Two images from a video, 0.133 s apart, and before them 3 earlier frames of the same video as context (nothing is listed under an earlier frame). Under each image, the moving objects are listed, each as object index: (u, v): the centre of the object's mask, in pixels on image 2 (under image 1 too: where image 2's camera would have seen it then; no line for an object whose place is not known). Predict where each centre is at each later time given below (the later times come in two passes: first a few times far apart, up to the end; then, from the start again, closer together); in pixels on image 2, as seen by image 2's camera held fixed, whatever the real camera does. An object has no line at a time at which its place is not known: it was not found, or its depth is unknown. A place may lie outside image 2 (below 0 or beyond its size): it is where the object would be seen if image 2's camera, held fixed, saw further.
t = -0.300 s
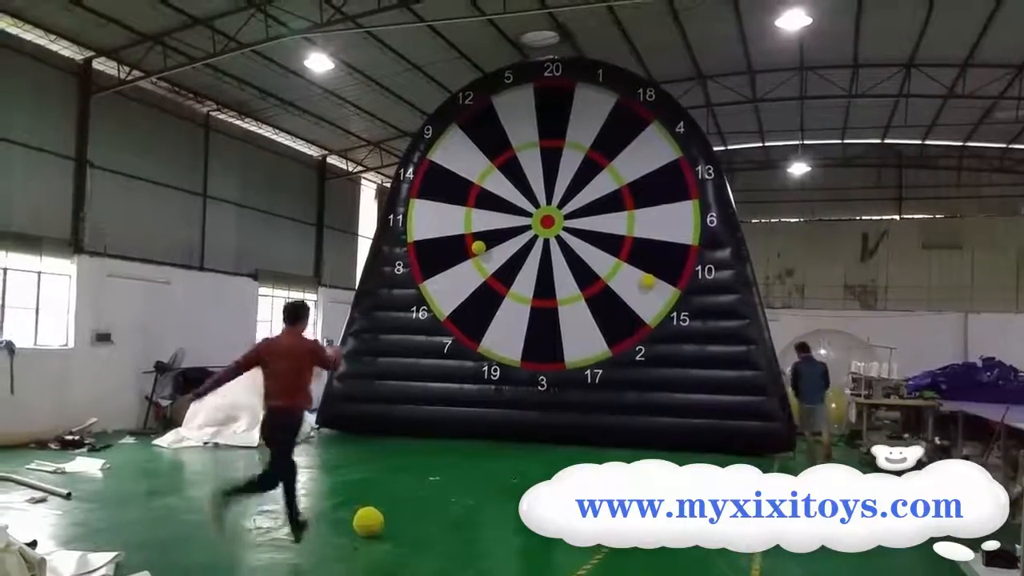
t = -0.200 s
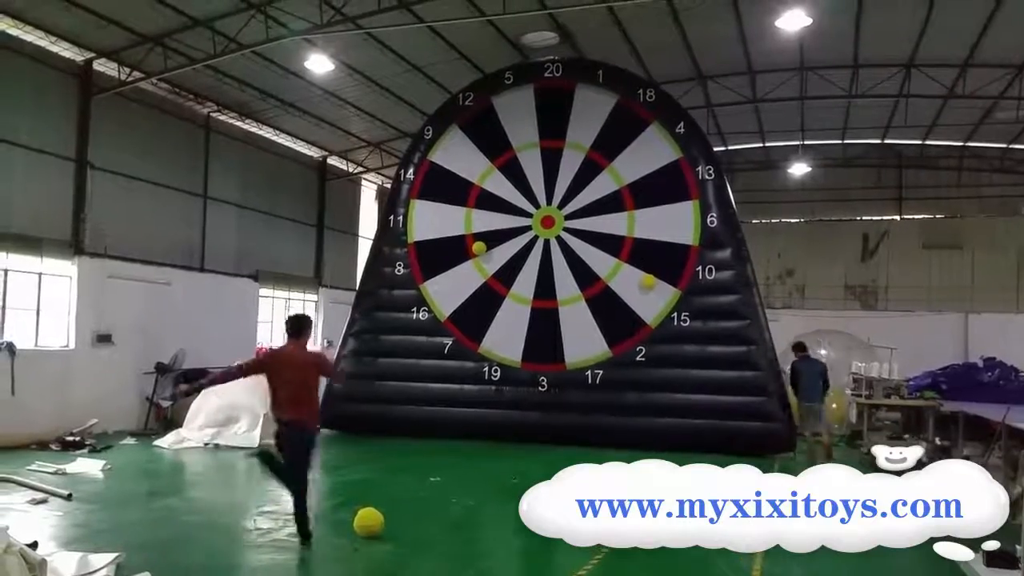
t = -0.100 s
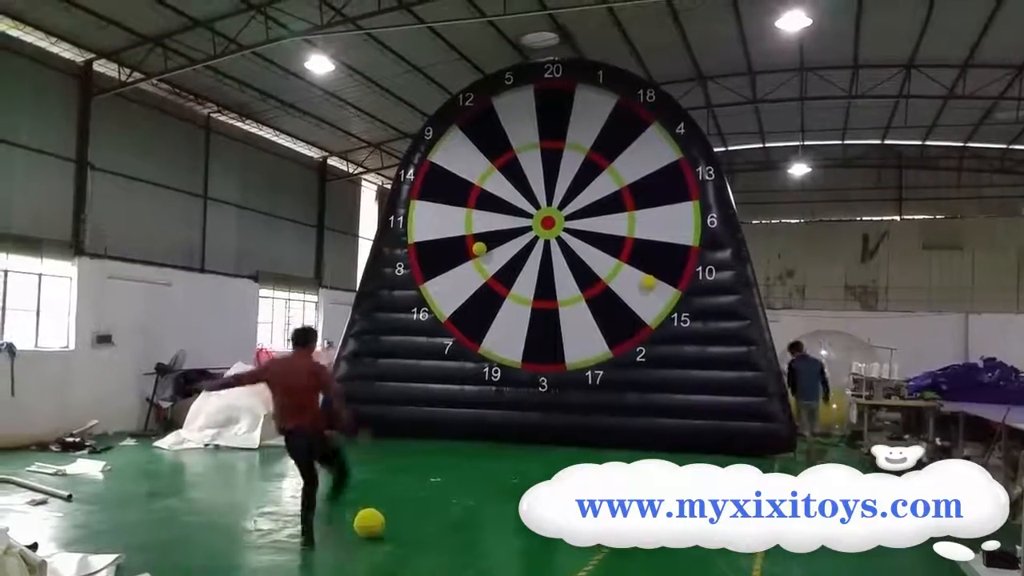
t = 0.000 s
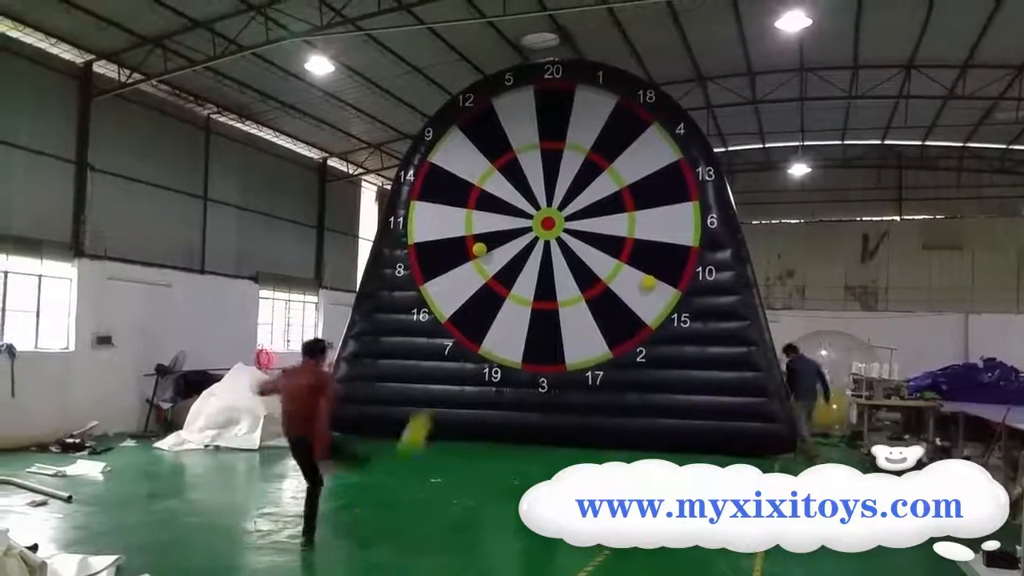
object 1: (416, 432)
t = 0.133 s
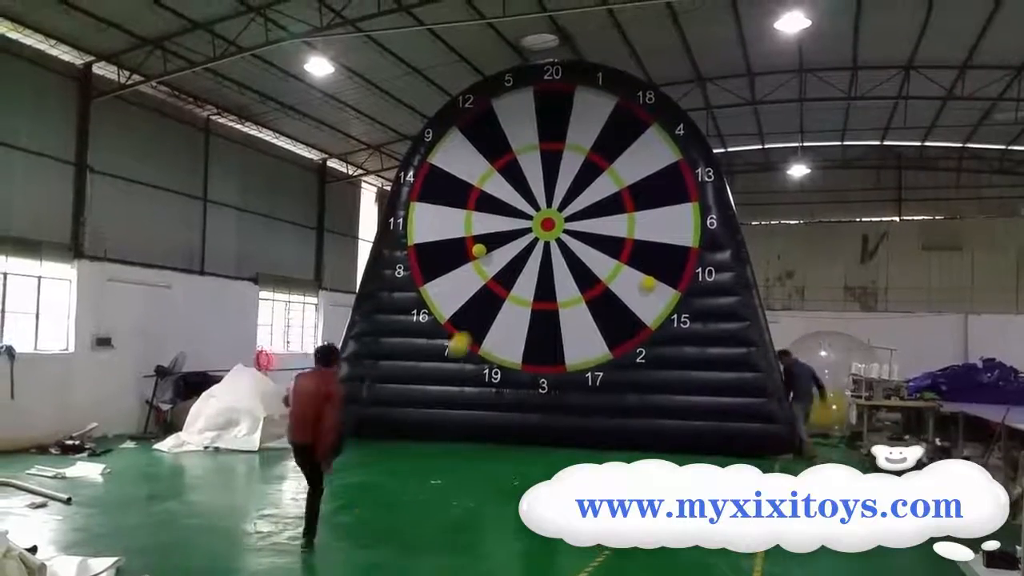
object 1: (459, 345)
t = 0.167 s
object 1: (467, 330)
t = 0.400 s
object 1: (495, 274)
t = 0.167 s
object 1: (467, 330)
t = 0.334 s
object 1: (491, 284)
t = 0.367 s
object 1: (494, 277)
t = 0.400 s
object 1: (495, 274)
